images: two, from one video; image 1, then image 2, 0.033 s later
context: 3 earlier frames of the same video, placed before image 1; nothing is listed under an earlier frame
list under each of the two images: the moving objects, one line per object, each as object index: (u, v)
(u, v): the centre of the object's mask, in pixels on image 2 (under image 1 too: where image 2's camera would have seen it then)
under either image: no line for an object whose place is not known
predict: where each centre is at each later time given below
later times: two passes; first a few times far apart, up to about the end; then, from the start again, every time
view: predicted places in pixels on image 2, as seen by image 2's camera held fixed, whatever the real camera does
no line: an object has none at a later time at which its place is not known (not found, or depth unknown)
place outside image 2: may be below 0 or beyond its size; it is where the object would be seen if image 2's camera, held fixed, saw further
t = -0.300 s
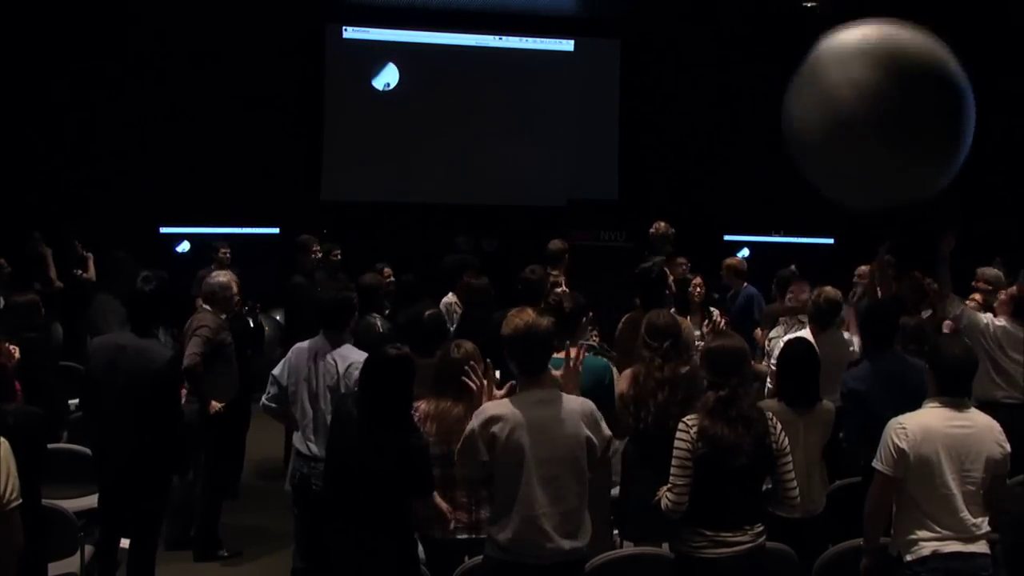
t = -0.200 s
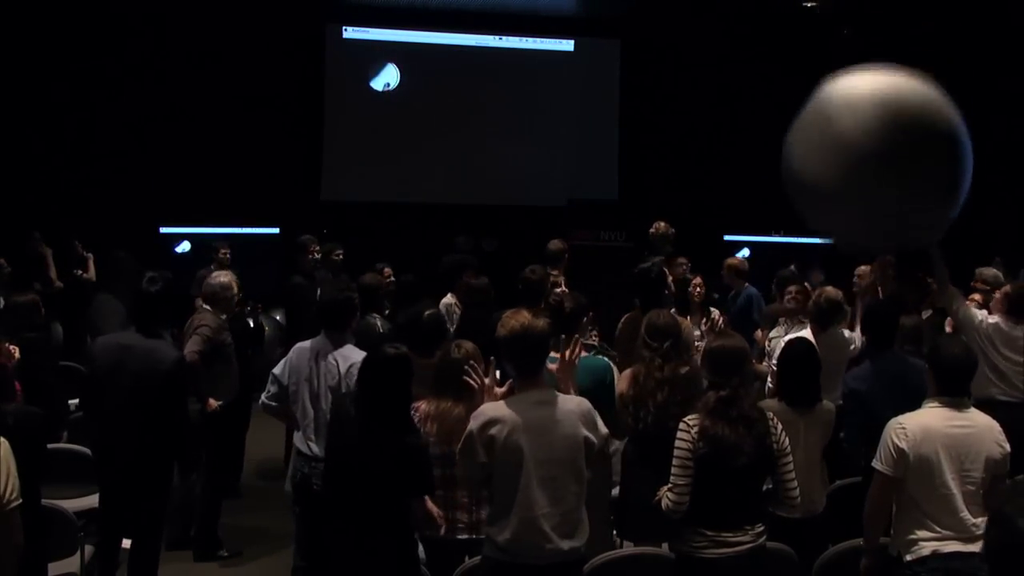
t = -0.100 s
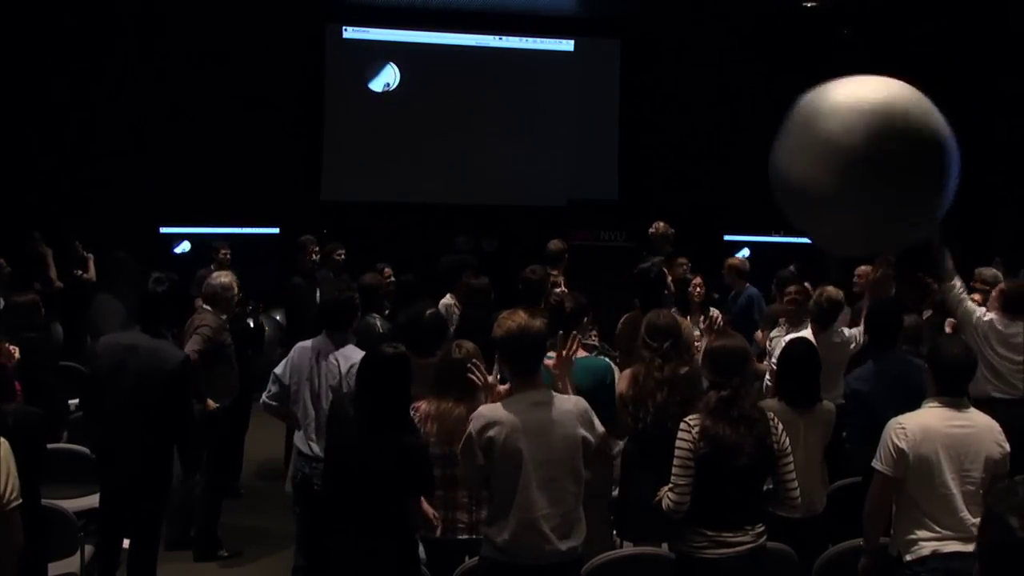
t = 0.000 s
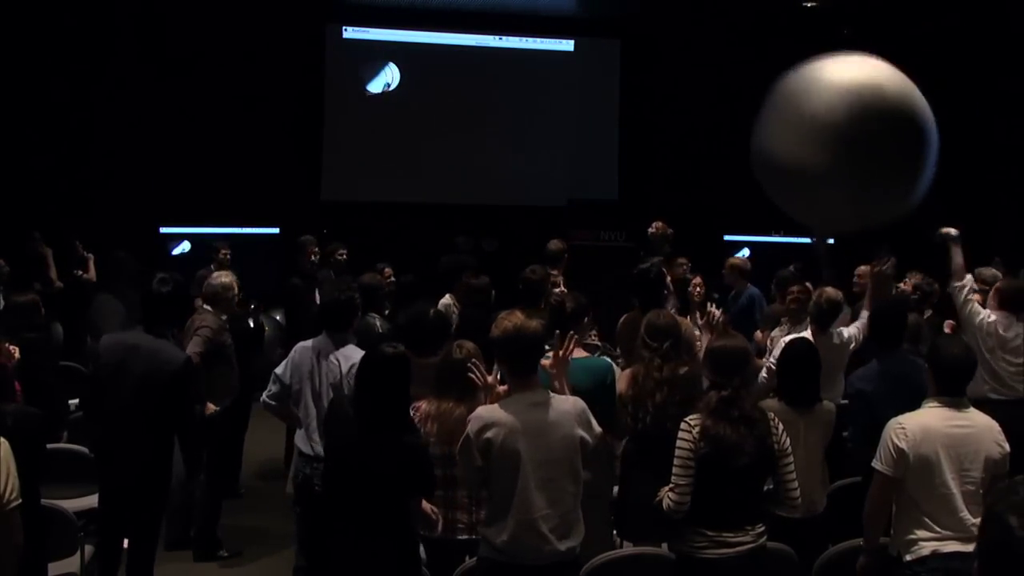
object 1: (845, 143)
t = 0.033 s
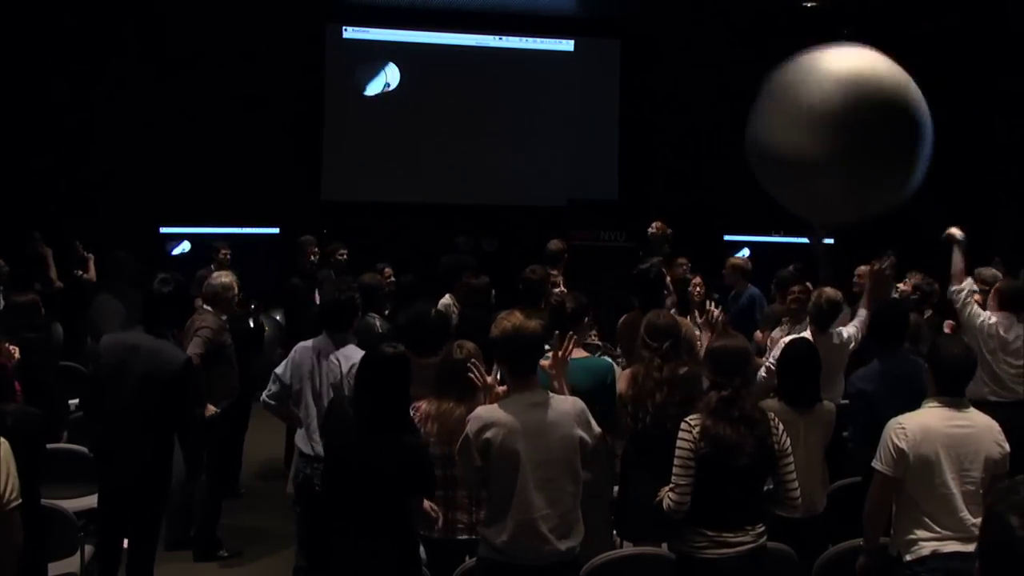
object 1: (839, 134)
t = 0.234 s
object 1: (806, 99)
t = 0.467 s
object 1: (767, 98)
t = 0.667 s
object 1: (733, 132)
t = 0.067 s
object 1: (834, 126)
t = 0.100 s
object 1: (828, 119)
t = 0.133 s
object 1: (823, 112)
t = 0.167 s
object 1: (817, 107)
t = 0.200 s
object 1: (812, 102)
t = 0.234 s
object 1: (806, 99)
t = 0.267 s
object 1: (801, 96)
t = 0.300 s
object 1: (795, 94)
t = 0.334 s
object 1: (790, 93)
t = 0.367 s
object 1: (784, 93)
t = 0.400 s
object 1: (779, 94)
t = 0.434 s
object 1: (773, 95)
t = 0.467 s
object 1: (767, 98)
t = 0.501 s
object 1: (762, 102)
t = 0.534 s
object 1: (756, 106)
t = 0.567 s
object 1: (751, 111)
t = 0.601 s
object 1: (745, 117)
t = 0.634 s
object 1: (739, 124)
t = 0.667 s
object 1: (733, 132)
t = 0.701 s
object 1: (727, 140)
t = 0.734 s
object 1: (722, 149)
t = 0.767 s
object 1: (716, 159)
